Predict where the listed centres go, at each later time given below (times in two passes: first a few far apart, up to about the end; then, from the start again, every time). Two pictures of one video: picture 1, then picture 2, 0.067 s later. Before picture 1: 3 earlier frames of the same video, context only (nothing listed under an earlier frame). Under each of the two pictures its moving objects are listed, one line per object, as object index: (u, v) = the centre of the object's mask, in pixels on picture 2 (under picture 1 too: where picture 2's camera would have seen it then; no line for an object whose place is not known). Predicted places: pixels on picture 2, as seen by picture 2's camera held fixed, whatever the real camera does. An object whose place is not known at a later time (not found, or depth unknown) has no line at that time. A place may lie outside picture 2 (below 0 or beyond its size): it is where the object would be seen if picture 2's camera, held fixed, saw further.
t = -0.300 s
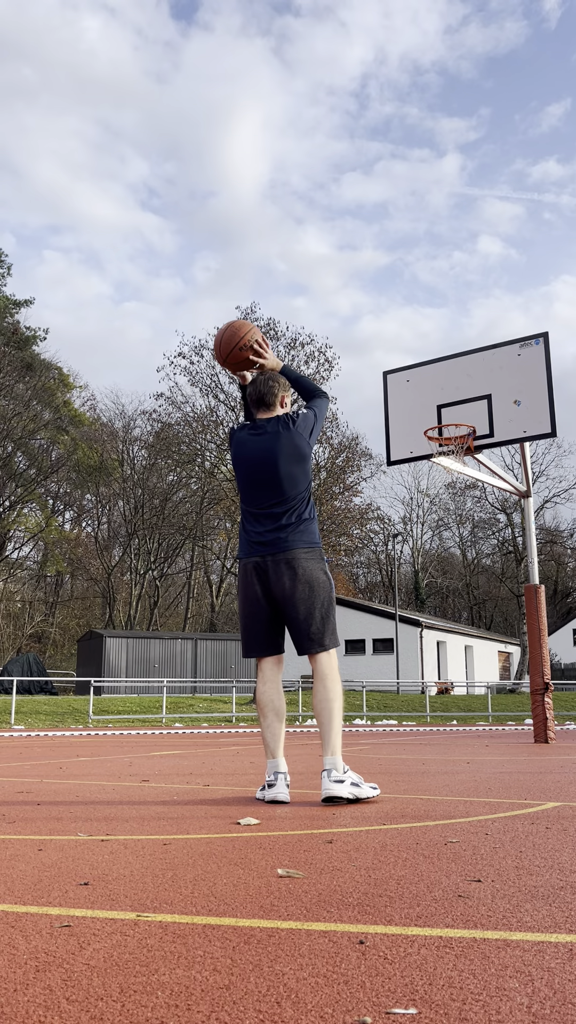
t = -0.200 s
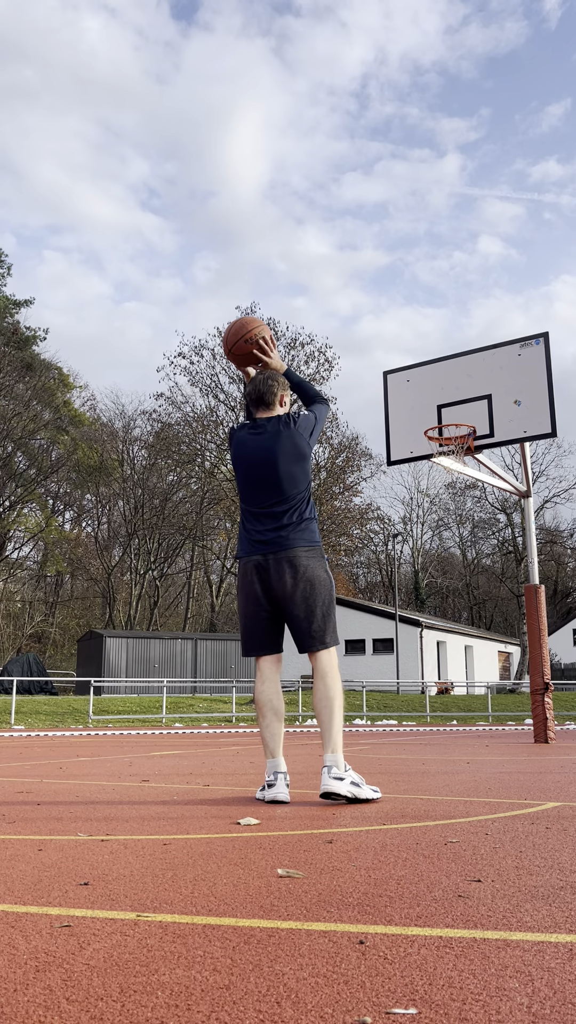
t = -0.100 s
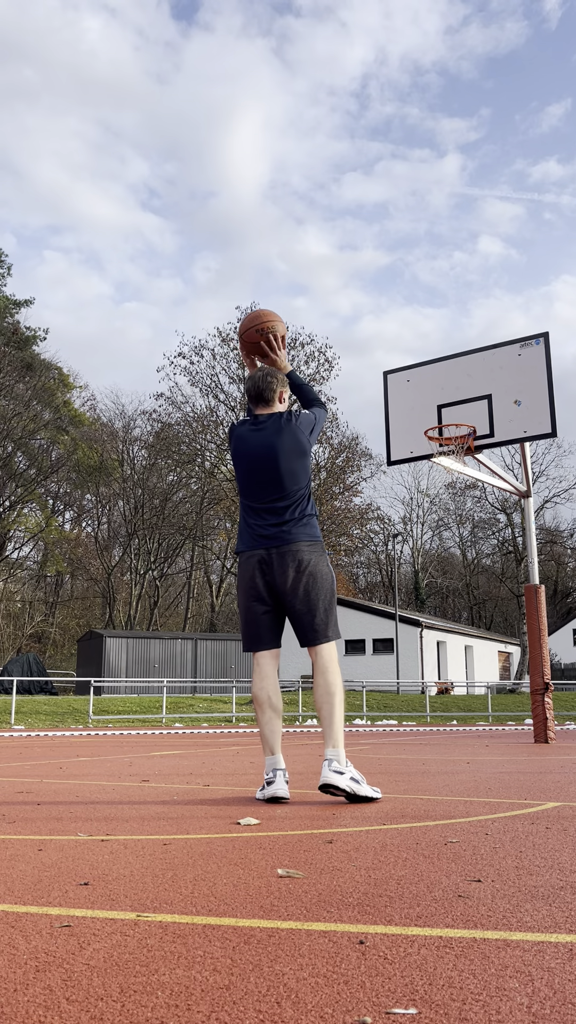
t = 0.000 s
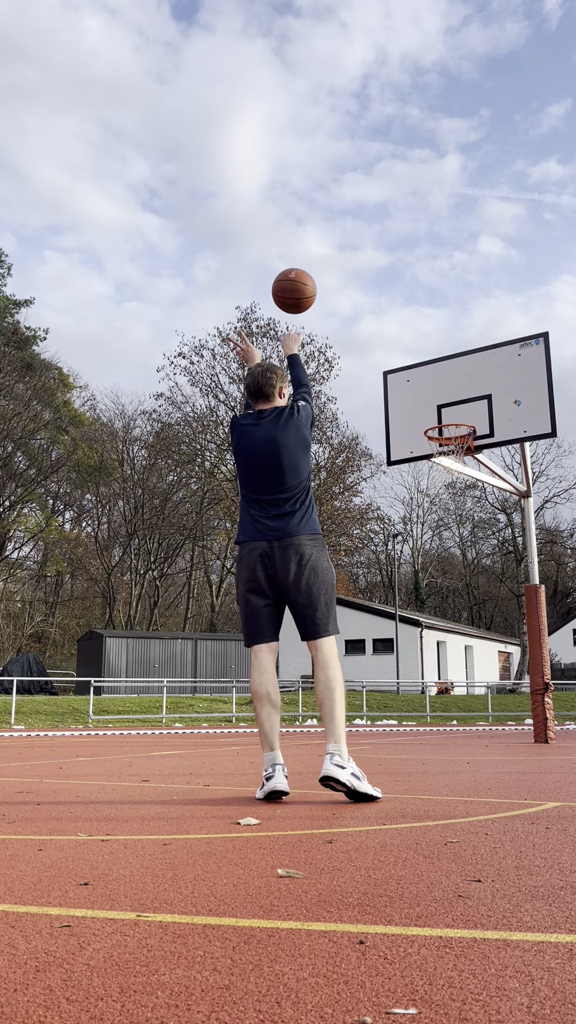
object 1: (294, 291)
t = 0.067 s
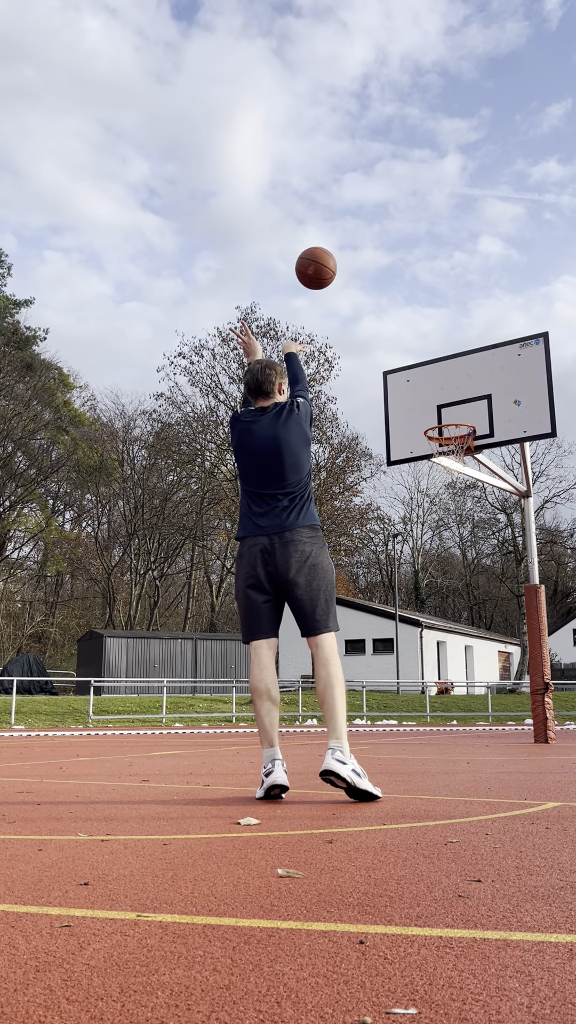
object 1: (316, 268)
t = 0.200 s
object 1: (352, 249)
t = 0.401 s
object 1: (393, 267)
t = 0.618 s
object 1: (426, 329)
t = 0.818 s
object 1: (450, 412)
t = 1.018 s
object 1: (433, 442)
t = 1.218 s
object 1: (449, 462)
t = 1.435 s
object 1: (476, 508)
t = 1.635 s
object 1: (503, 591)
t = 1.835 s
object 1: (532, 716)
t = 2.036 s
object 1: (543, 661)
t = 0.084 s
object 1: (321, 264)
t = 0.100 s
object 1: (326, 260)
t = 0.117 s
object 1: (330, 257)
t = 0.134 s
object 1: (335, 255)
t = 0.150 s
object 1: (339, 253)
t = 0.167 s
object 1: (343, 251)
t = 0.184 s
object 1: (348, 250)
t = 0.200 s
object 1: (352, 249)
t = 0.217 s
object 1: (356, 249)
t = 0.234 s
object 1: (359, 249)
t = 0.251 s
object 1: (363, 249)
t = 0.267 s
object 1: (367, 250)
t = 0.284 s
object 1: (370, 251)
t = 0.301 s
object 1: (374, 252)
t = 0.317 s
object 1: (377, 254)
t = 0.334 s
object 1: (381, 256)
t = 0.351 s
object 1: (384, 258)
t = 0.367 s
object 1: (387, 261)
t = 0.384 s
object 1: (390, 264)
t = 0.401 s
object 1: (393, 267)
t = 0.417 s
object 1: (396, 271)
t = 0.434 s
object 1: (398, 274)
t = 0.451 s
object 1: (401, 278)
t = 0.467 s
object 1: (404, 282)
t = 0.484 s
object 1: (406, 287)
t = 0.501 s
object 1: (409, 291)
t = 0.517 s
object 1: (412, 296)
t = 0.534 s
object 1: (414, 301)
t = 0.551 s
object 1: (416, 306)
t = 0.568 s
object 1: (419, 312)
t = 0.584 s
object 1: (421, 317)
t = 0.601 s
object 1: (423, 323)
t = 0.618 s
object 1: (426, 329)
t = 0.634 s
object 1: (428, 335)
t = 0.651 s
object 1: (430, 341)
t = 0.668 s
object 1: (432, 347)
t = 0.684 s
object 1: (434, 354)
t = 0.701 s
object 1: (437, 361)
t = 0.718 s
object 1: (438, 367)
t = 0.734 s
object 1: (440, 374)
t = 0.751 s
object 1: (442, 382)
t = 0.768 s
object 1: (444, 389)
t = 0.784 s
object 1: (446, 396)
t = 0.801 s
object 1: (448, 404)
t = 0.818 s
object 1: (450, 412)
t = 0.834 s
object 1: (452, 417)
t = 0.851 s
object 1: (453, 429)
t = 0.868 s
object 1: (454, 434)
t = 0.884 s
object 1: (451, 437)
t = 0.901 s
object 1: (446, 441)
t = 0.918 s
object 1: (442, 446)
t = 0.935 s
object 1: (439, 450)
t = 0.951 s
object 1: (436, 450)
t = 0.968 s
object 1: (433, 449)
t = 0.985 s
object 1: (434, 447)
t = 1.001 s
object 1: (433, 444)
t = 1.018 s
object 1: (433, 442)
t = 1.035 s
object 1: (433, 442)
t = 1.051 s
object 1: (433, 443)
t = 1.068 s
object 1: (434, 445)
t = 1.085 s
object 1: (436, 446)
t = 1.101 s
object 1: (438, 447)
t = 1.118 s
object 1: (439, 449)
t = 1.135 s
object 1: (440, 451)
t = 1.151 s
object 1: (442, 453)
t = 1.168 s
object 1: (444, 455)
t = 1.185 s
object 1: (445, 457)
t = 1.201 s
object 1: (447, 459)
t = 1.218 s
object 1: (449, 462)
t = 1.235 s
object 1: (451, 464)
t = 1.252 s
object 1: (453, 467)
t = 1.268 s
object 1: (456, 469)
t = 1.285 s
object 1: (458, 472)
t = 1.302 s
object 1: (460, 475)
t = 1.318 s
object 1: (462, 478)
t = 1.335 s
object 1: (464, 481)
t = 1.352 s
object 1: (466, 485)
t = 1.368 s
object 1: (468, 489)
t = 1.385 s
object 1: (470, 493)
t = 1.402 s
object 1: (472, 498)
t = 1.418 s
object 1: (474, 503)
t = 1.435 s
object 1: (476, 508)
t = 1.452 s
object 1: (478, 514)
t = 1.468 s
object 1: (481, 519)
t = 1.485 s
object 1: (482, 525)
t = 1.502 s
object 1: (485, 531)
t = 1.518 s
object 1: (487, 538)
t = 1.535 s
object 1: (490, 545)
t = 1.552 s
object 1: (491, 552)
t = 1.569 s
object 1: (494, 559)
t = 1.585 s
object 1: (496, 567)
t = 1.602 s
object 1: (498, 575)
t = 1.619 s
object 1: (501, 583)
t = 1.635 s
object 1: (503, 591)
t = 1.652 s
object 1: (505, 600)
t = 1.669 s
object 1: (508, 609)
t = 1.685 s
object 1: (510, 618)
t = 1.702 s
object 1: (512, 628)
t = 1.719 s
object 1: (515, 638)
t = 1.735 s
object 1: (517, 648)
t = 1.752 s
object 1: (520, 659)
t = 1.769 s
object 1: (522, 669)
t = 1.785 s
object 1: (524, 681)
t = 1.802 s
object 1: (527, 692)
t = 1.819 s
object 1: (529, 704)
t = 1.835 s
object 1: (532, 716)
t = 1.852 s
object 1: (534, 729)
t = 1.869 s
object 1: (536, 736)
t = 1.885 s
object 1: (536, 727)
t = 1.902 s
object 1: (537, 718)
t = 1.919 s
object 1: (538, 710)
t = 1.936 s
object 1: (538, 702)
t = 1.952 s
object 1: (539, 694)
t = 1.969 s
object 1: (540, 687)
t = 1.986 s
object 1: (540, 680)
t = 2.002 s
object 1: (541, 673)
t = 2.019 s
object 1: (542, 667)
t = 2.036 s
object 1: (543, 661)
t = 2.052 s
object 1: (543, 655)
